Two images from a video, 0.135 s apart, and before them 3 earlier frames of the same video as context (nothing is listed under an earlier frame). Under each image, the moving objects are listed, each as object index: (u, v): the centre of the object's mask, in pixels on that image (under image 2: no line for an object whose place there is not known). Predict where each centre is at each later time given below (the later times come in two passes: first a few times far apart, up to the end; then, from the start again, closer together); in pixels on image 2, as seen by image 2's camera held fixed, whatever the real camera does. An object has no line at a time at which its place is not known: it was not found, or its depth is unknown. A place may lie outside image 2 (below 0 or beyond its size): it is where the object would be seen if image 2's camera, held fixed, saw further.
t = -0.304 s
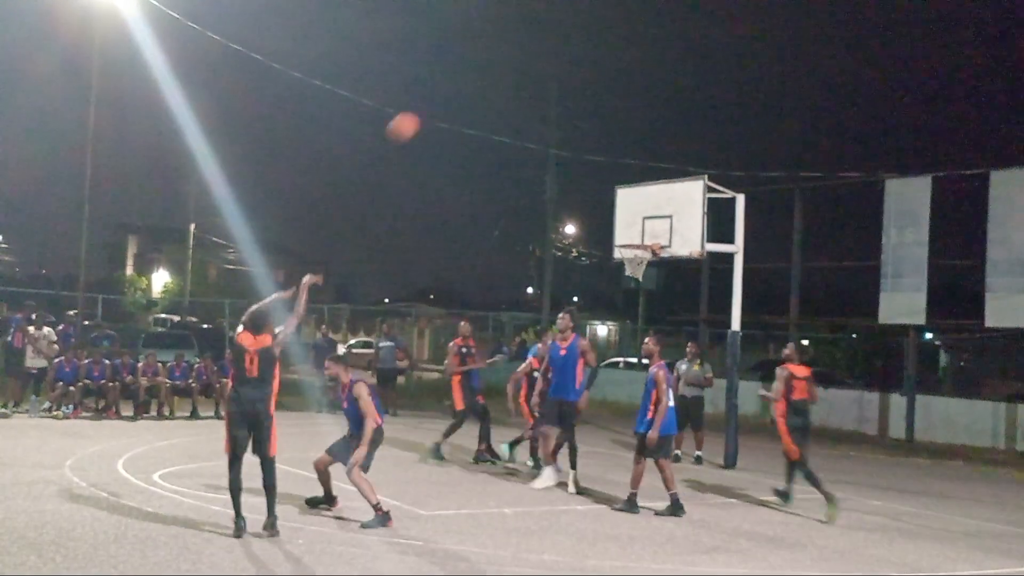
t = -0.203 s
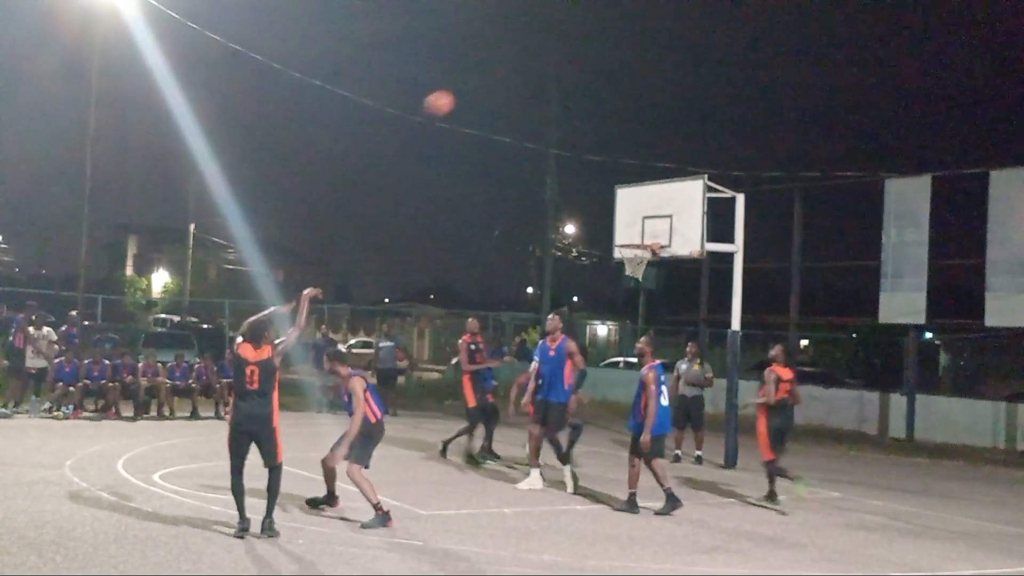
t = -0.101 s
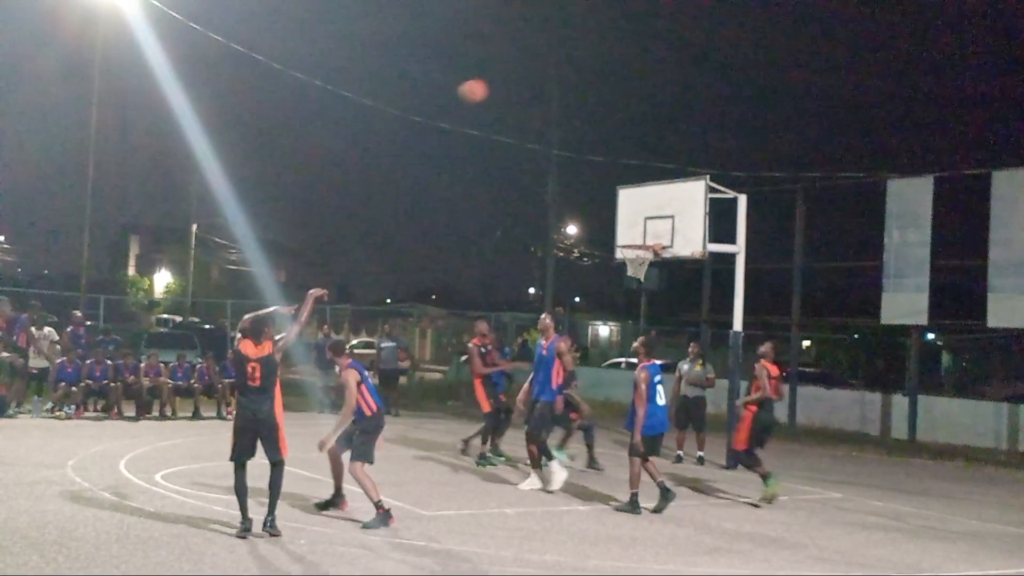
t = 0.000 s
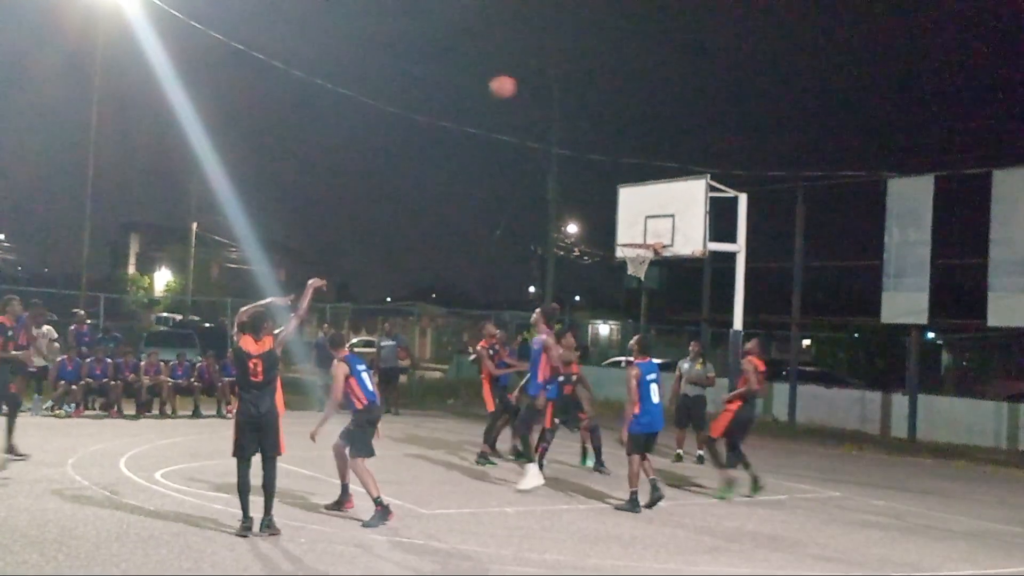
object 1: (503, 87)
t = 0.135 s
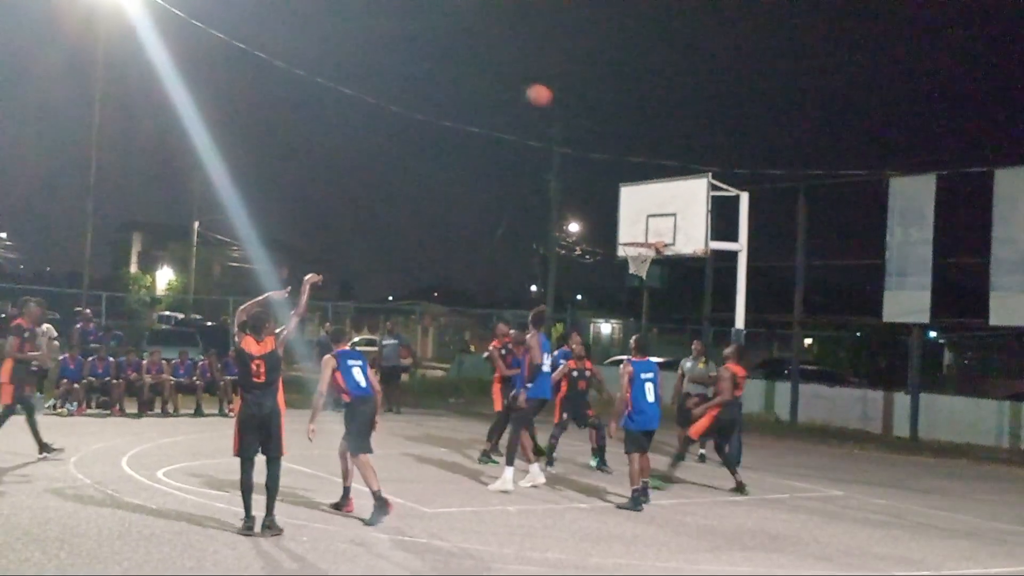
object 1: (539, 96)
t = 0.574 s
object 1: (623, 209)
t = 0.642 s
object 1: (635, 237)
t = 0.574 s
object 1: (623, 209)
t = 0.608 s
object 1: (630, 222)
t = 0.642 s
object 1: (635, 237)
